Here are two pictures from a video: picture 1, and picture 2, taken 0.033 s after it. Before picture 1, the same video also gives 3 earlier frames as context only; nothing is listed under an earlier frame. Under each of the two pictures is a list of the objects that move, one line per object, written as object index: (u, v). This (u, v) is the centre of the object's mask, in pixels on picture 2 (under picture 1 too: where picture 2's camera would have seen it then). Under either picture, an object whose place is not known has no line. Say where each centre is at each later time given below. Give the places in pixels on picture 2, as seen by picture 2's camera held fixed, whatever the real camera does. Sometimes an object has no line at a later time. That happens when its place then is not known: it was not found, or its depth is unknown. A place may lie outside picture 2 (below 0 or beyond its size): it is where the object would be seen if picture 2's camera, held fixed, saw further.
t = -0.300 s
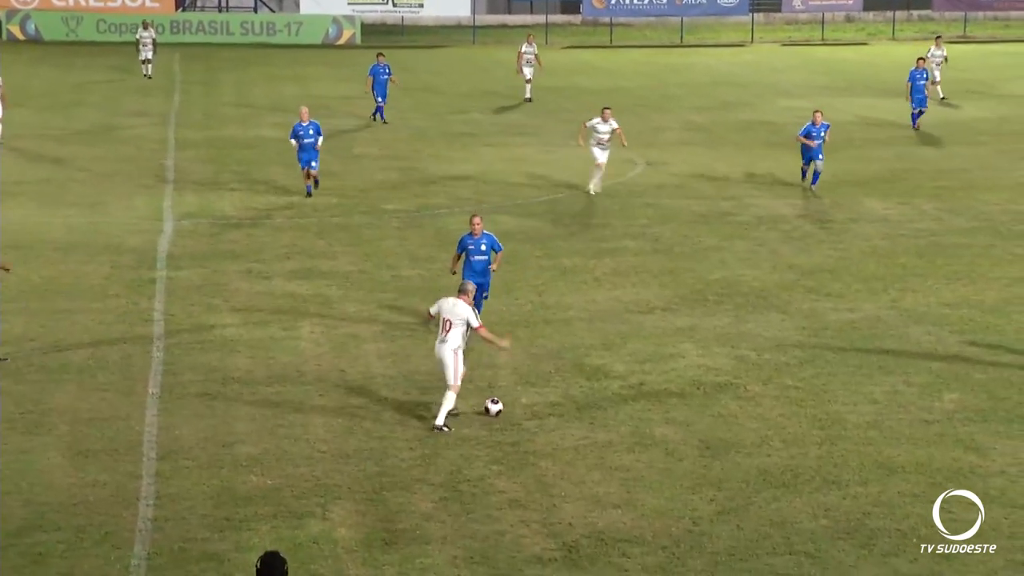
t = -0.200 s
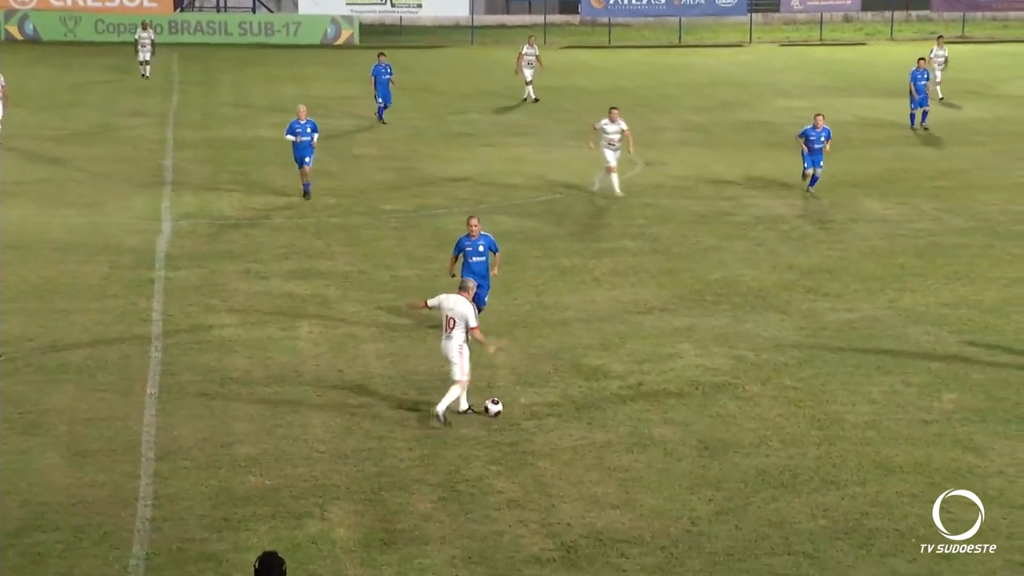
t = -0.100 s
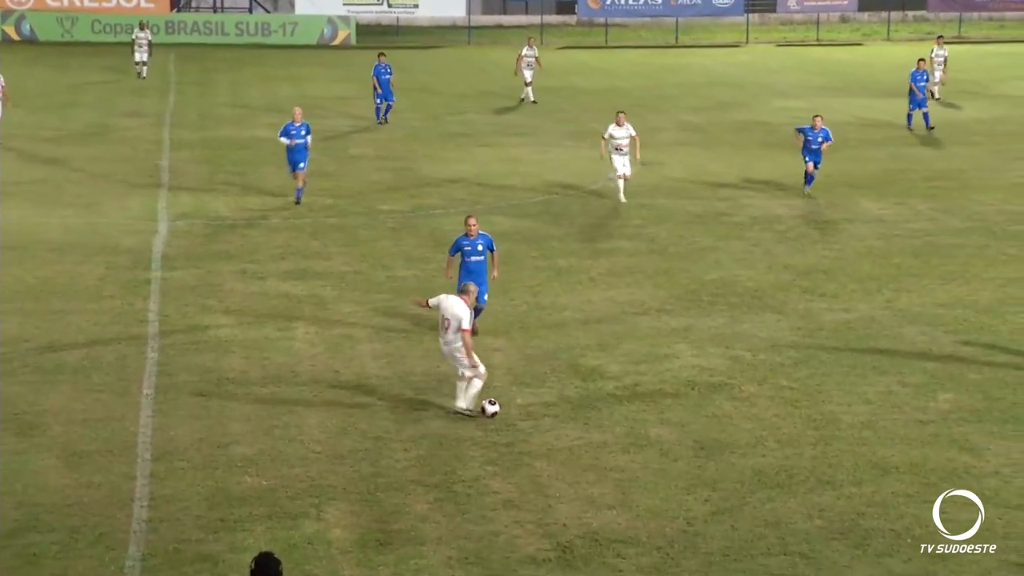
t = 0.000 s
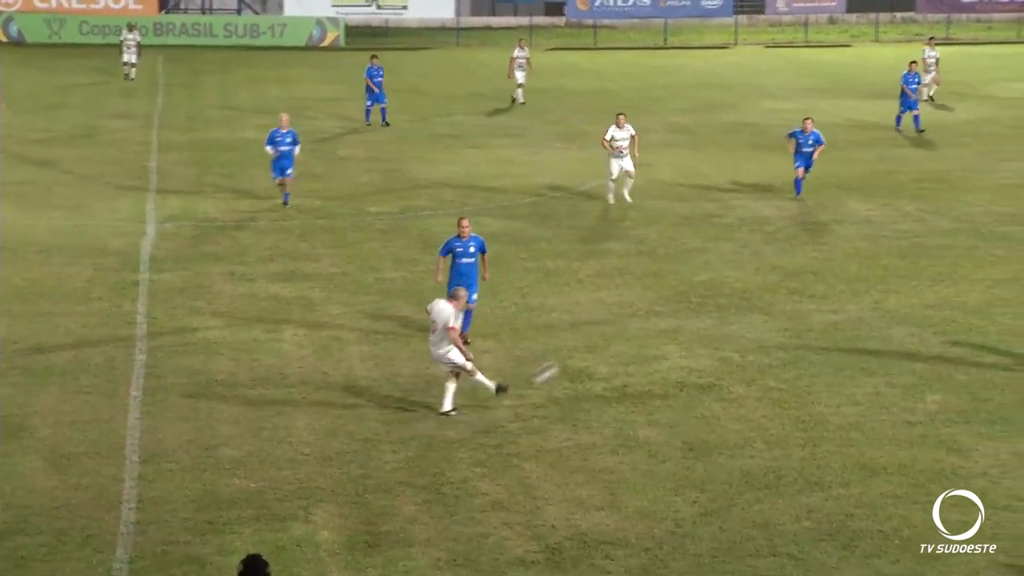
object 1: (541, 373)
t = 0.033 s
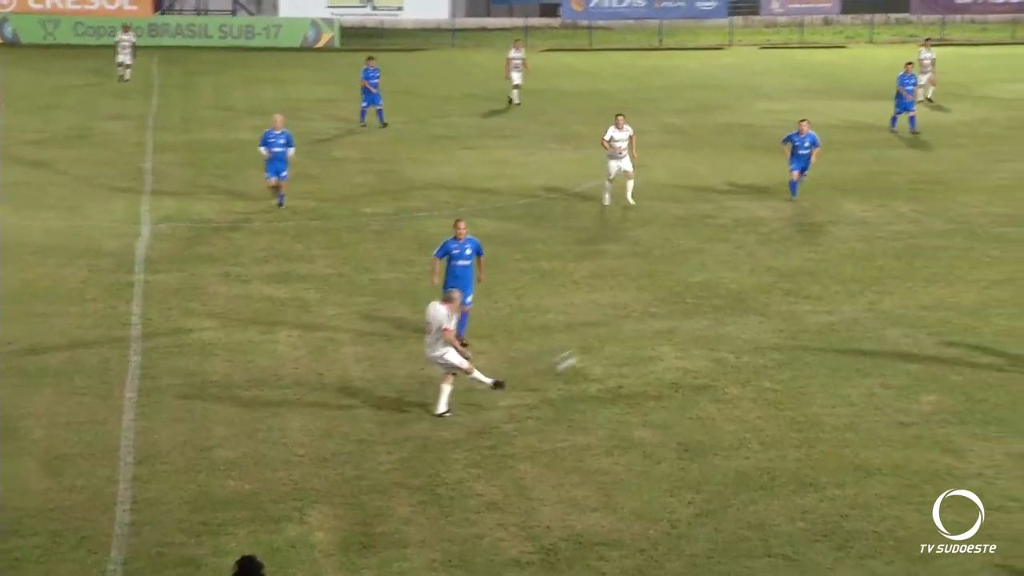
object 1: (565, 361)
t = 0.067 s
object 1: (590, 349)
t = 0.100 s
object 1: (612, 340)
